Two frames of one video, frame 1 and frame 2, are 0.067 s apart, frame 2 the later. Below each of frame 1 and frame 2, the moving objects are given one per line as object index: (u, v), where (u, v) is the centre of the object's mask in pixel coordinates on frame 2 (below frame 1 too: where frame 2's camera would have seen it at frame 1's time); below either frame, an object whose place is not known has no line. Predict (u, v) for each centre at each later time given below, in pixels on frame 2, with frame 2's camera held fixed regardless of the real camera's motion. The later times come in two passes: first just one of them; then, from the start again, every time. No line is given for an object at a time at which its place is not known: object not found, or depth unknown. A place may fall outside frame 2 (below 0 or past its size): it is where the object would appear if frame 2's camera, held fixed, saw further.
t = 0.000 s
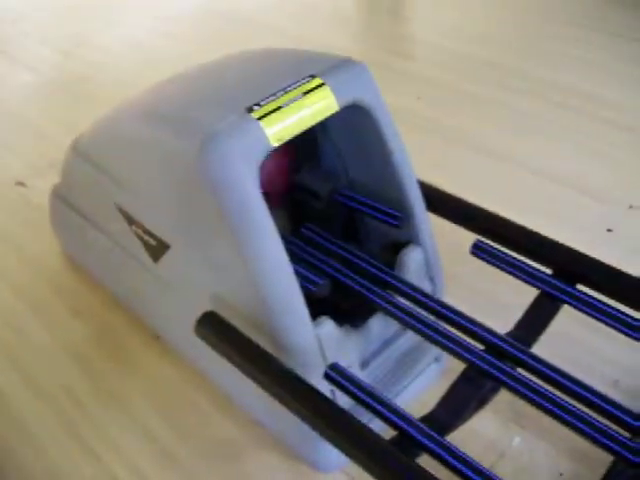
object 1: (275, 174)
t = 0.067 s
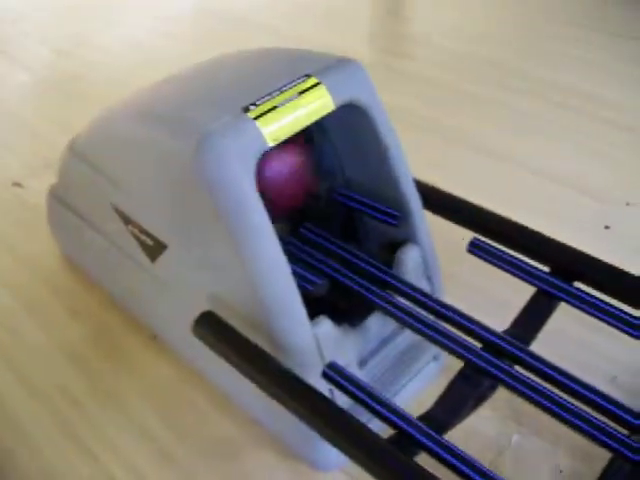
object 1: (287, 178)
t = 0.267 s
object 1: (344, 219)
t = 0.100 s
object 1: (296, 180)
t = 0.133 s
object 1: (303, 186)
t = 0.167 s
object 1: (309, 194)
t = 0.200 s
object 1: (317, 201)
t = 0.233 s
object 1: (331, 210)
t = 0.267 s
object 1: (344, 219)
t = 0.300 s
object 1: (357, 226)
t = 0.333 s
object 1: (370, 235)
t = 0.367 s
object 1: (384, 242)
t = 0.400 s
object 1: (400, 248)
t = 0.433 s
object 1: (414, 256)
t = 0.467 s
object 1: (429, 264)
